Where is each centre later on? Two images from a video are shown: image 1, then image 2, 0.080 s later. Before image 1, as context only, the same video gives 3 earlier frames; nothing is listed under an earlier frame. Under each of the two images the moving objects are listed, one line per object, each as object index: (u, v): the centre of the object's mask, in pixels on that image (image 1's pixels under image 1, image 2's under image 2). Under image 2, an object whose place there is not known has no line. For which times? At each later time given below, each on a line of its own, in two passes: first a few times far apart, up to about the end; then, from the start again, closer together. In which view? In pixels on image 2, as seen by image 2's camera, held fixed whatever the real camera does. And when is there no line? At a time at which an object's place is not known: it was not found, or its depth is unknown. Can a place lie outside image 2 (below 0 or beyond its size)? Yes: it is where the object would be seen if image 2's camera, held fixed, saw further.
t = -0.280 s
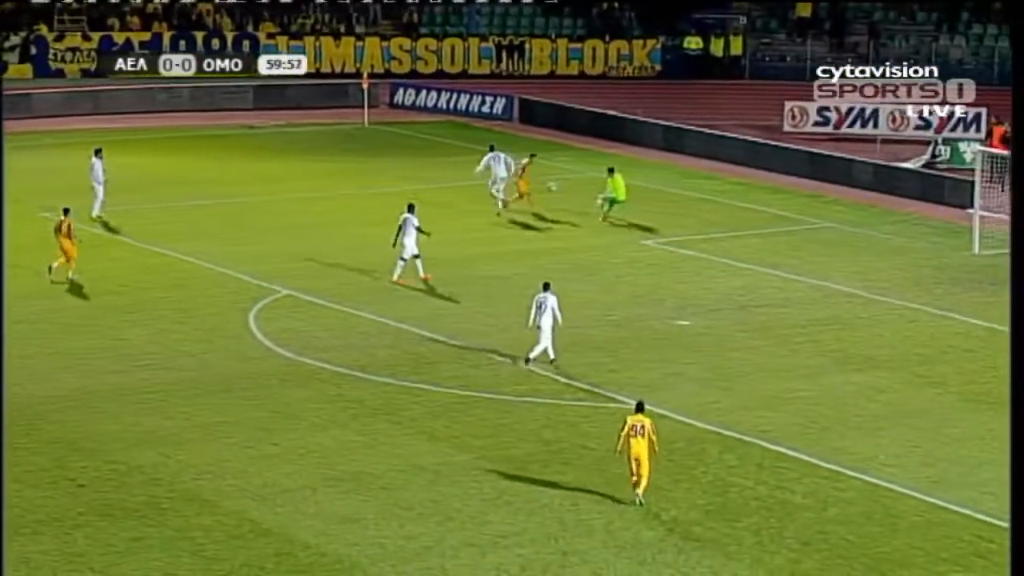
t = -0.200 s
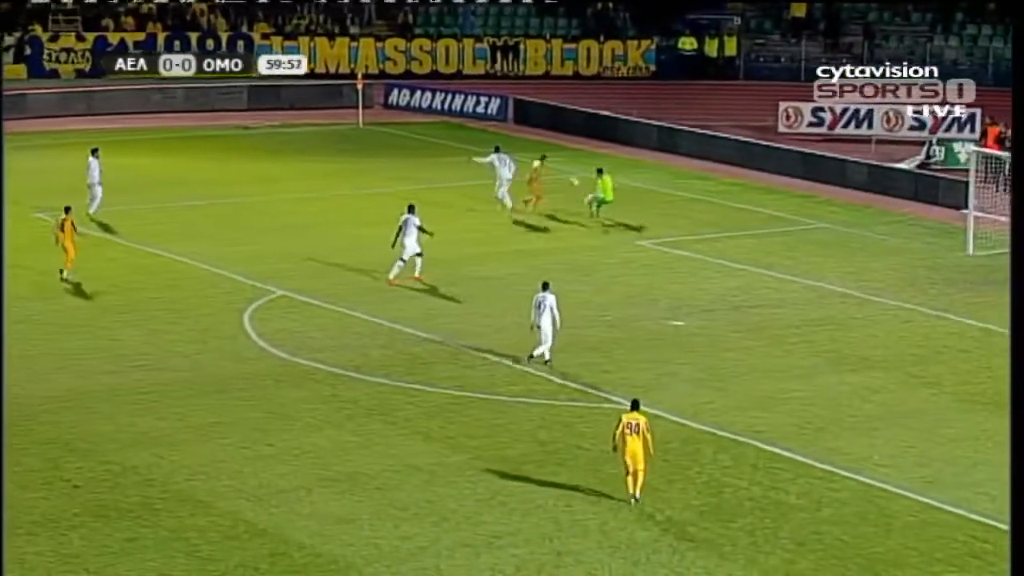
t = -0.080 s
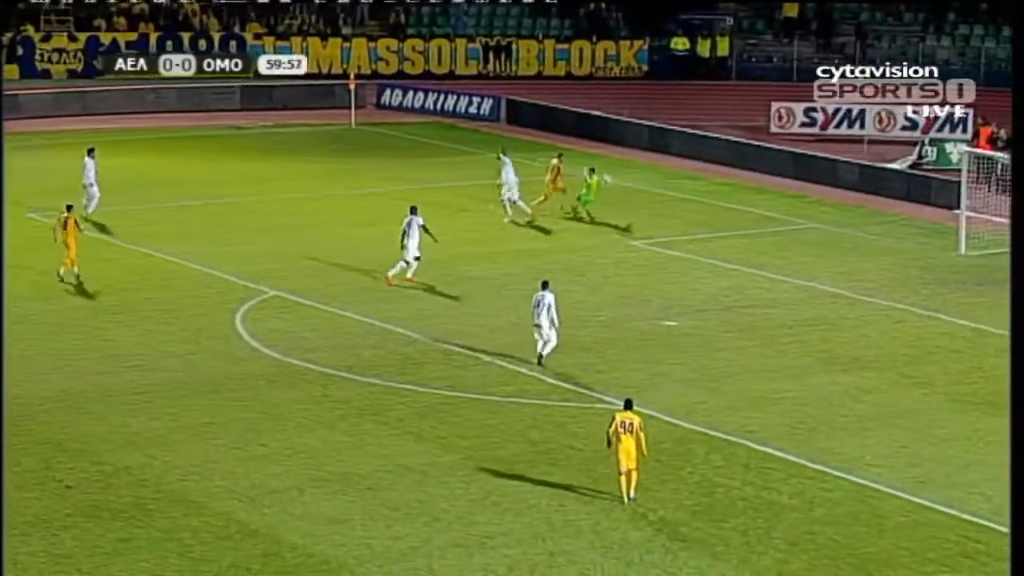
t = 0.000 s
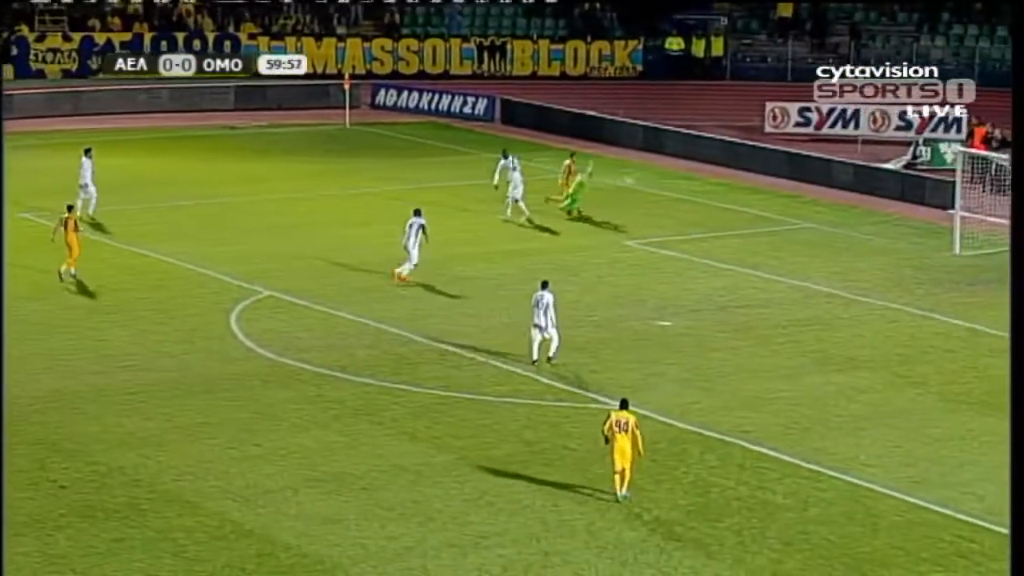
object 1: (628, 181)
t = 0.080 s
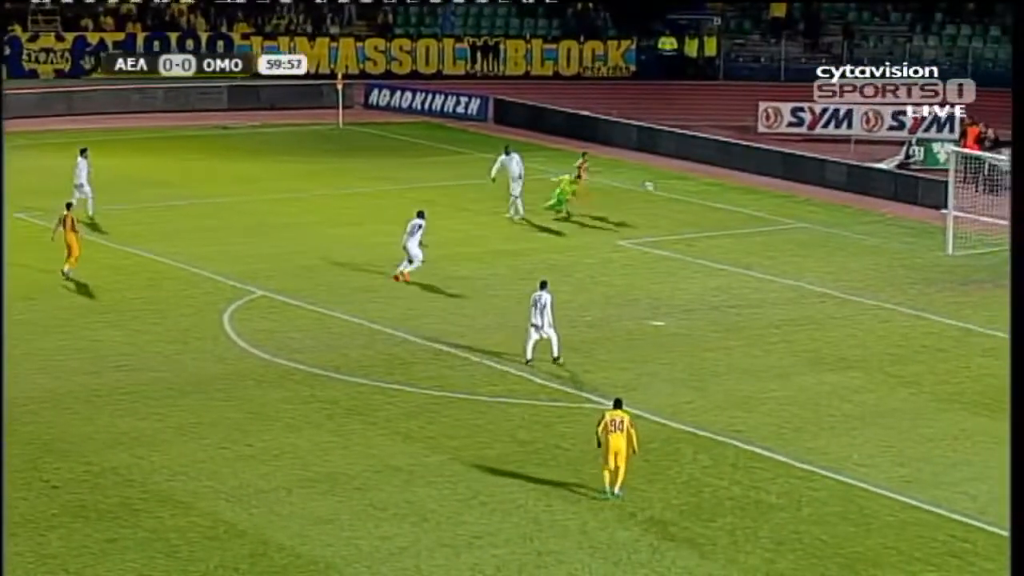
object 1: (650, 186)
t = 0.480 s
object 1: (777, 237)
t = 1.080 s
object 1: (944, 250)
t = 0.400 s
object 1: (753, 235)
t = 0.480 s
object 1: (777, 237)
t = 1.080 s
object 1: (944, 250)
